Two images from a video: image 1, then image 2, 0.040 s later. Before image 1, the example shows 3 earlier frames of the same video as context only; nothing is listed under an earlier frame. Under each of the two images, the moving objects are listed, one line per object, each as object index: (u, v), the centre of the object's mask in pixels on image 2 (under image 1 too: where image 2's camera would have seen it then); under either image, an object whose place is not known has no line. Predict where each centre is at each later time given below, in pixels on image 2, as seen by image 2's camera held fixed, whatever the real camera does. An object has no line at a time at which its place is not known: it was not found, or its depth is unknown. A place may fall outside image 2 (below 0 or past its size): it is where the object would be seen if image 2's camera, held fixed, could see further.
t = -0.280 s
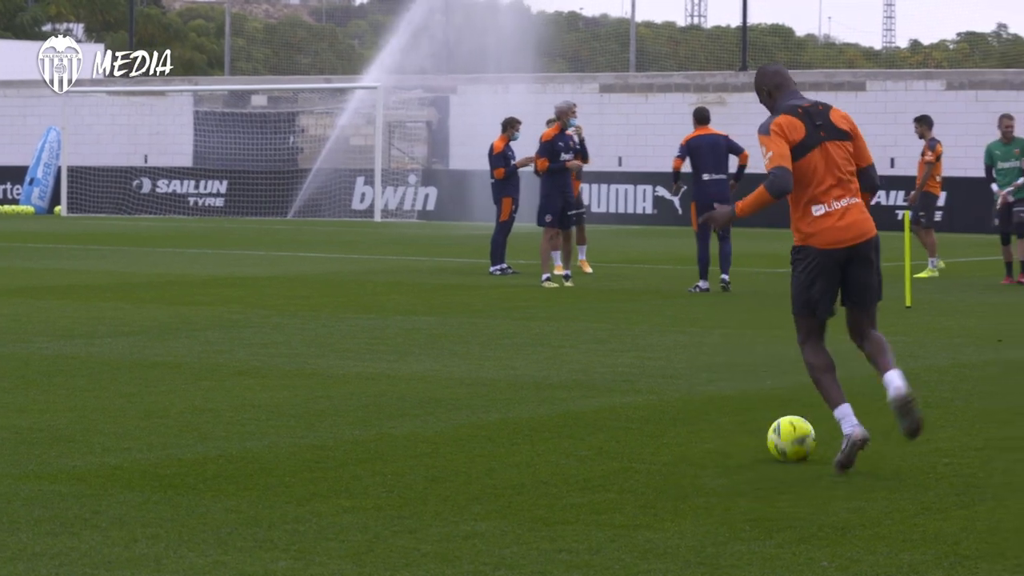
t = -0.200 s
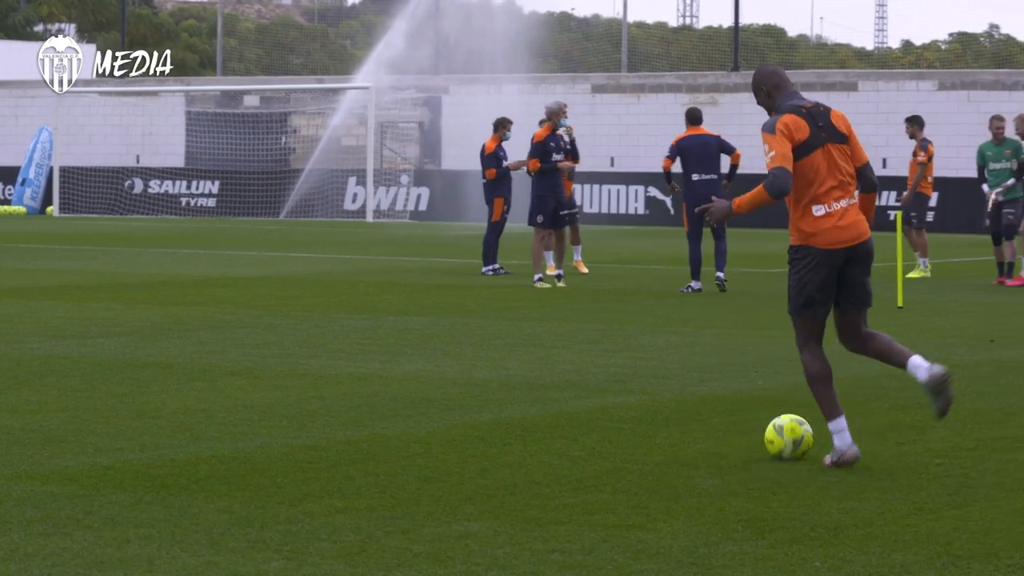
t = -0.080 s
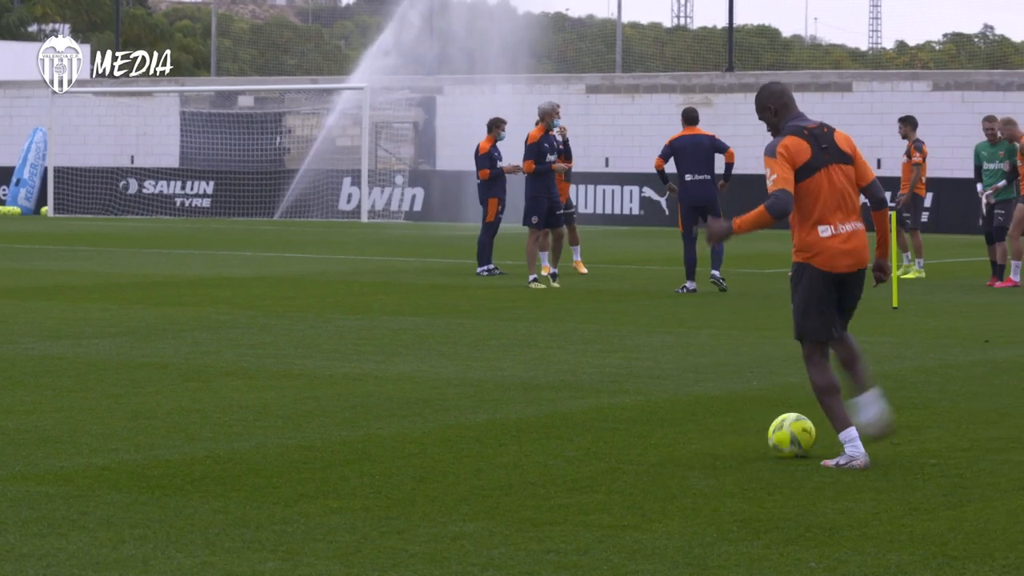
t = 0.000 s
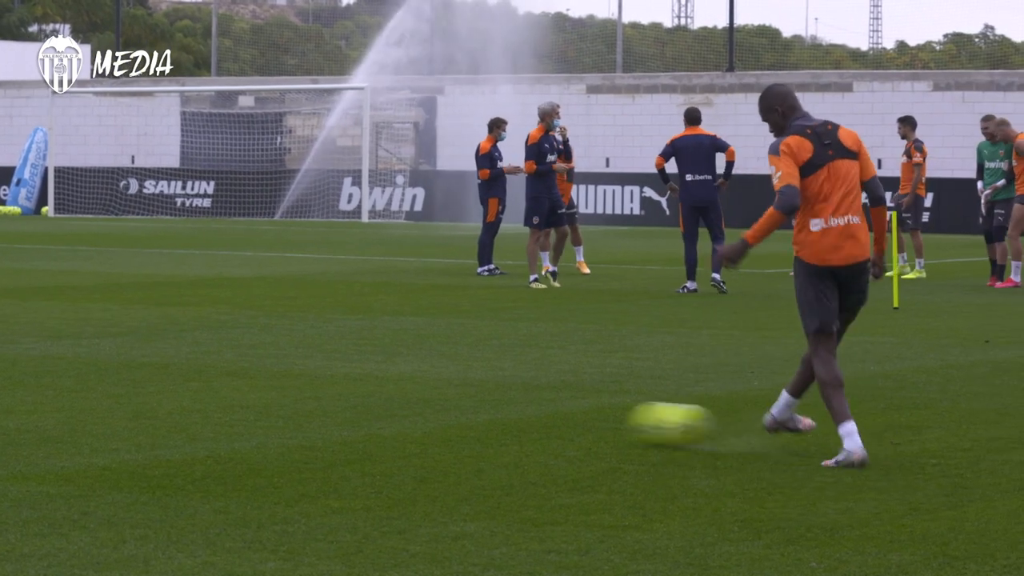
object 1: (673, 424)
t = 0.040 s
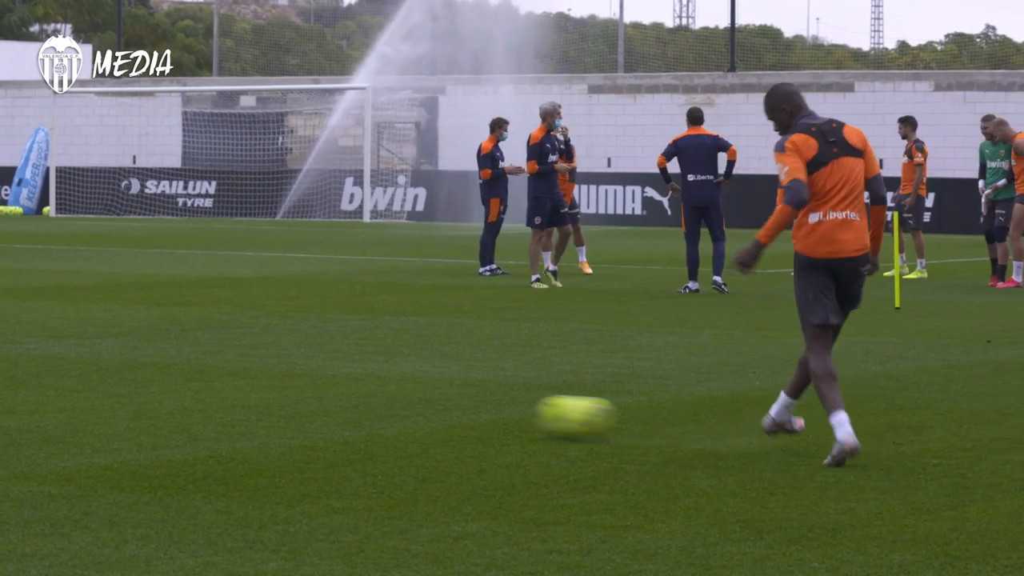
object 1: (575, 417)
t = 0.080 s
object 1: (483, 411)
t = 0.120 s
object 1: (396, 405)
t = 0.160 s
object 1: (316, 400)
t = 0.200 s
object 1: (241, 395)
